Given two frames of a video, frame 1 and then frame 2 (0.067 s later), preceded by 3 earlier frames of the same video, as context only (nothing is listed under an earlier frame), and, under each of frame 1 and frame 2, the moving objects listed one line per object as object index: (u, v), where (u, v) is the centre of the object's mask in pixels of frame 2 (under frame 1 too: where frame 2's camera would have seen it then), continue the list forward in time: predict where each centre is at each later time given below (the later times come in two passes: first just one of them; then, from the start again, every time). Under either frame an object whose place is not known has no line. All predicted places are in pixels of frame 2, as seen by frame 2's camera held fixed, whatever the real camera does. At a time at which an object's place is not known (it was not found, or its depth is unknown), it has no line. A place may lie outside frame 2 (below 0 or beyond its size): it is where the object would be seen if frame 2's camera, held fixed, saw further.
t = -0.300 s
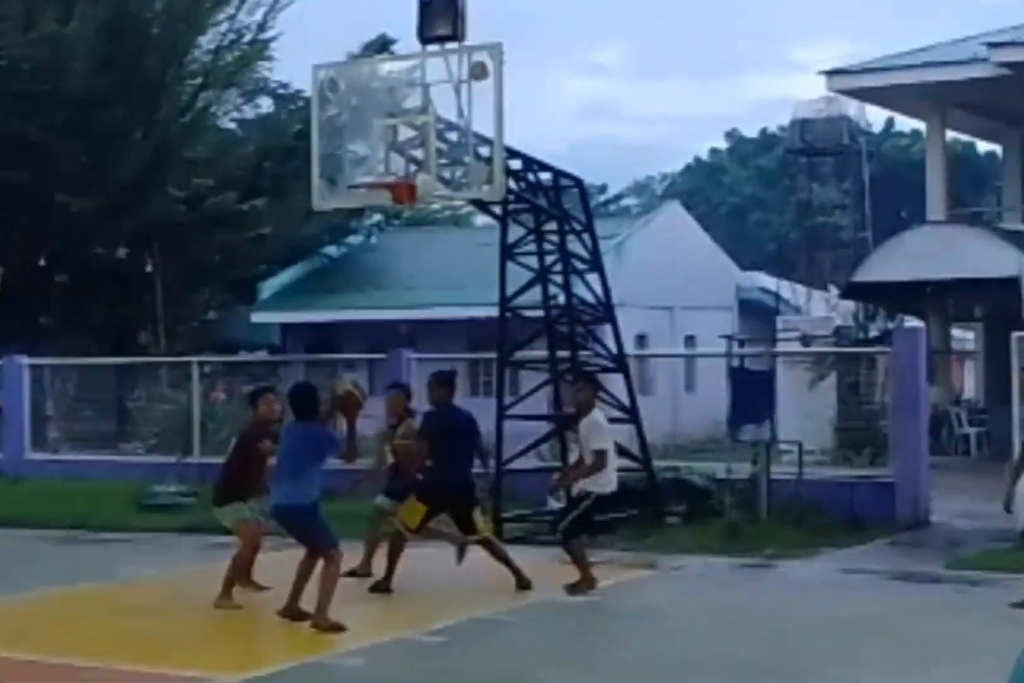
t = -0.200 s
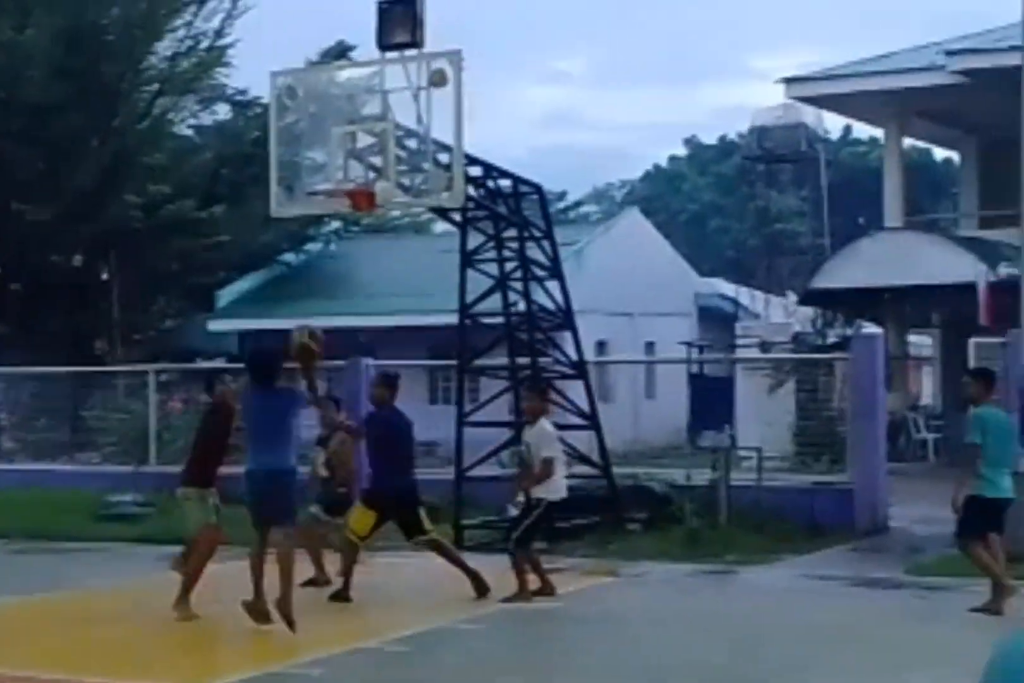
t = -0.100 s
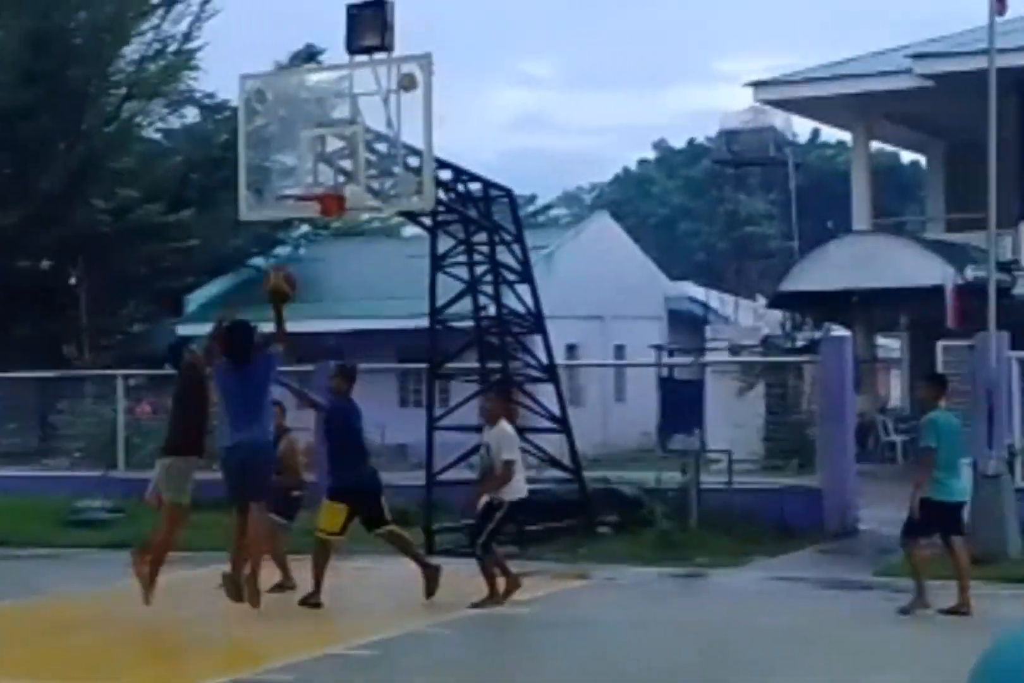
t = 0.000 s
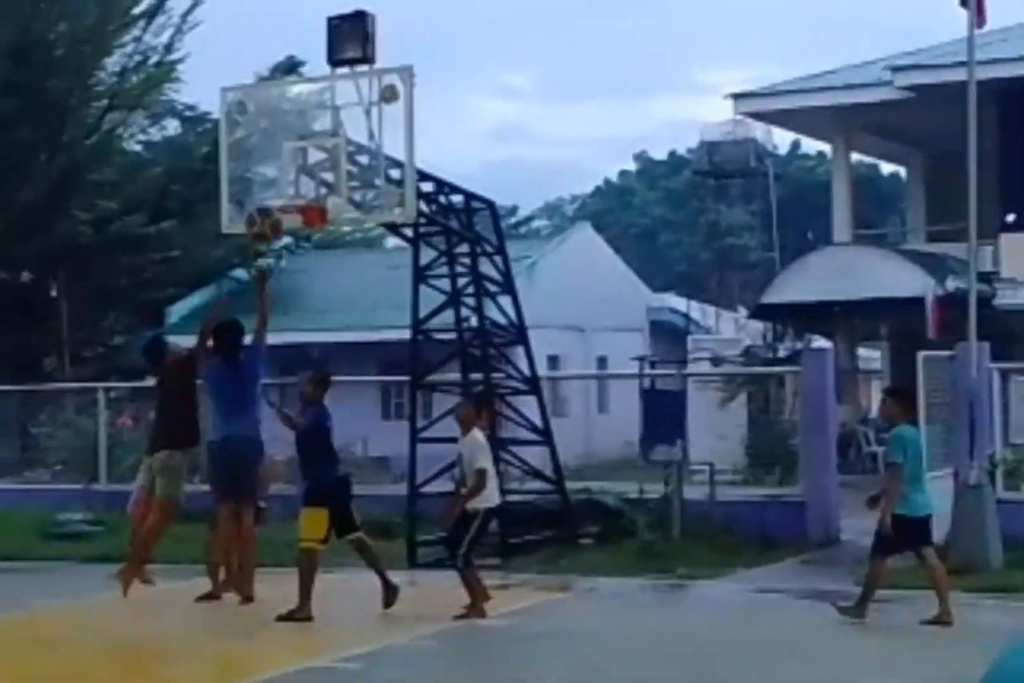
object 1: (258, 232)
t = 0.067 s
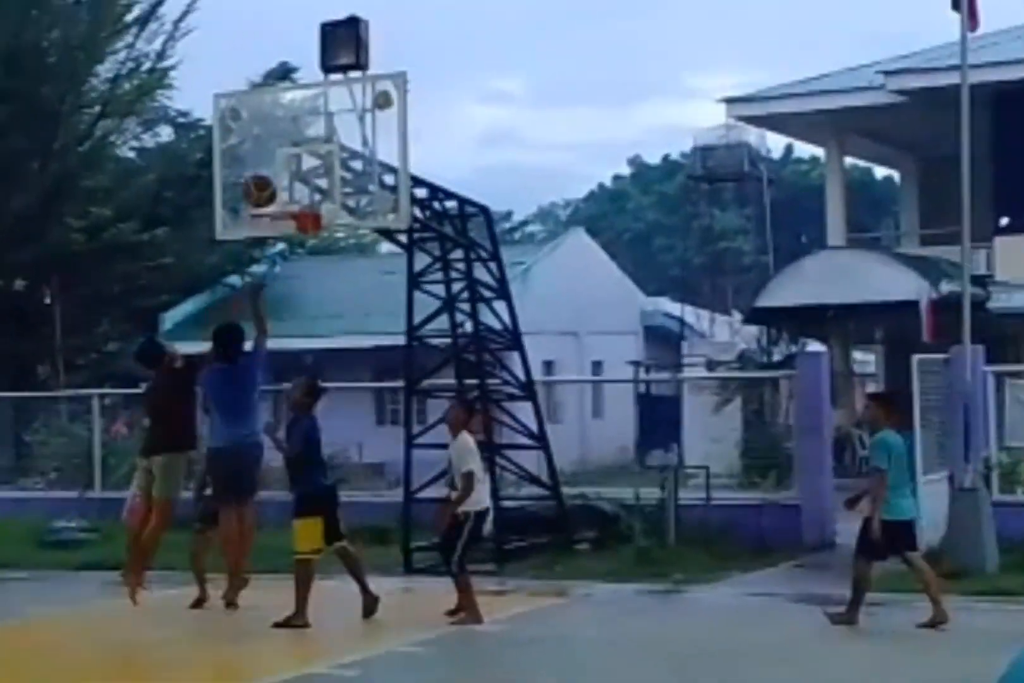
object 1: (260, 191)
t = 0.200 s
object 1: (263, 137)
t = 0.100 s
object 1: (260, 175)
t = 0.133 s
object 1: (261, 160)
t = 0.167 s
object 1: (262, 148)
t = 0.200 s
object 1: (263, 137)
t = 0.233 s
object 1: (264, 128)
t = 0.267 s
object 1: (265, 120)
